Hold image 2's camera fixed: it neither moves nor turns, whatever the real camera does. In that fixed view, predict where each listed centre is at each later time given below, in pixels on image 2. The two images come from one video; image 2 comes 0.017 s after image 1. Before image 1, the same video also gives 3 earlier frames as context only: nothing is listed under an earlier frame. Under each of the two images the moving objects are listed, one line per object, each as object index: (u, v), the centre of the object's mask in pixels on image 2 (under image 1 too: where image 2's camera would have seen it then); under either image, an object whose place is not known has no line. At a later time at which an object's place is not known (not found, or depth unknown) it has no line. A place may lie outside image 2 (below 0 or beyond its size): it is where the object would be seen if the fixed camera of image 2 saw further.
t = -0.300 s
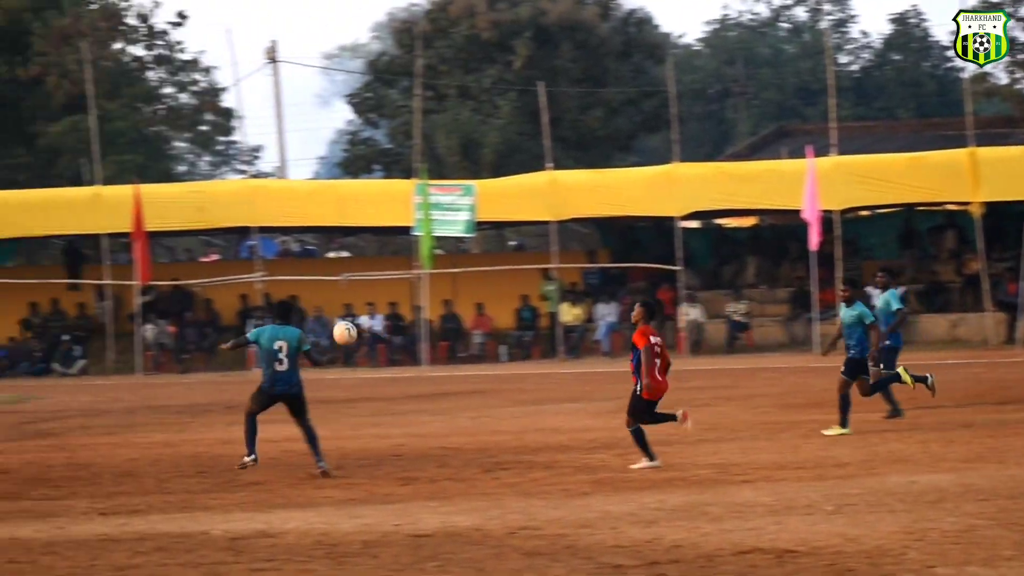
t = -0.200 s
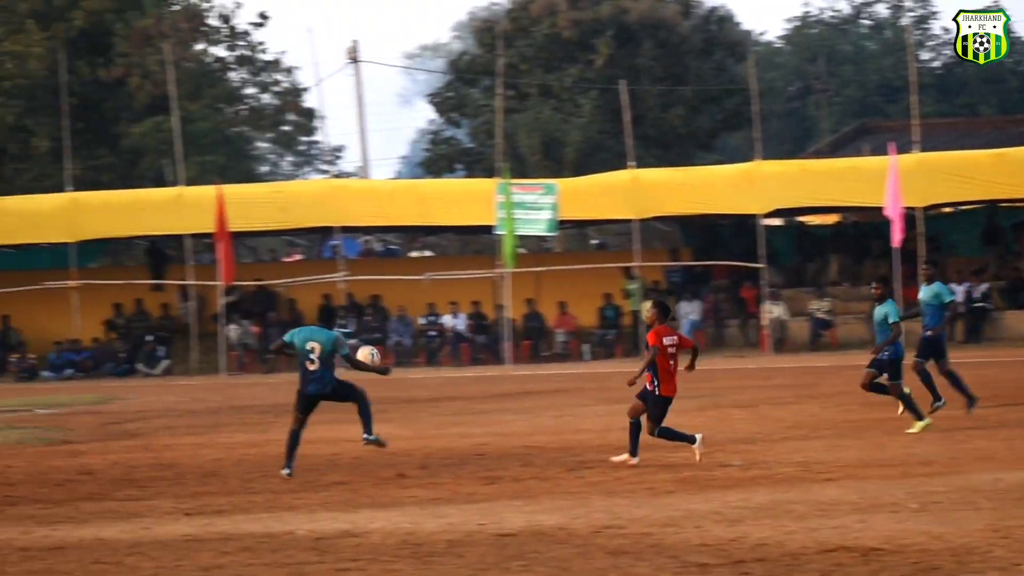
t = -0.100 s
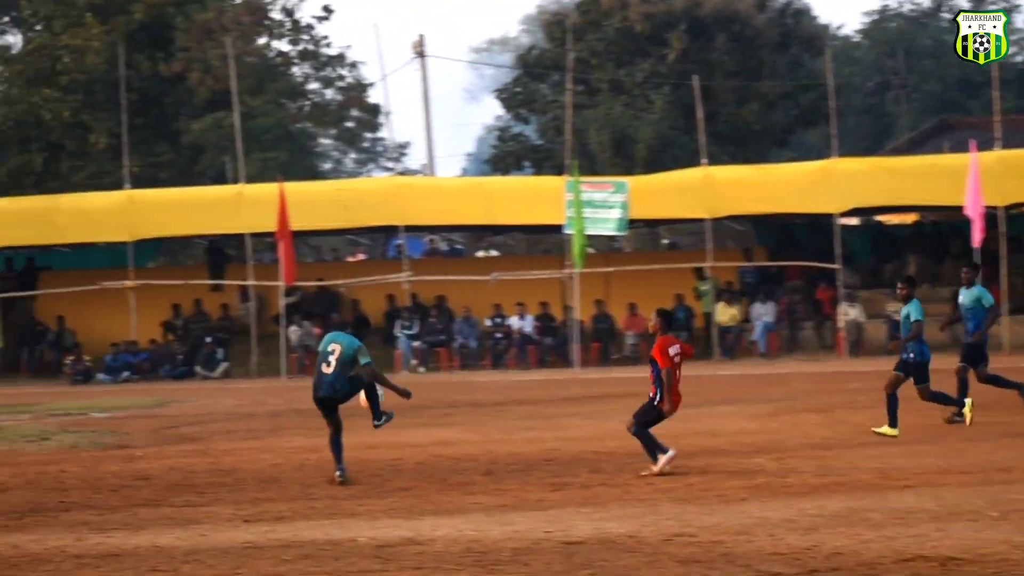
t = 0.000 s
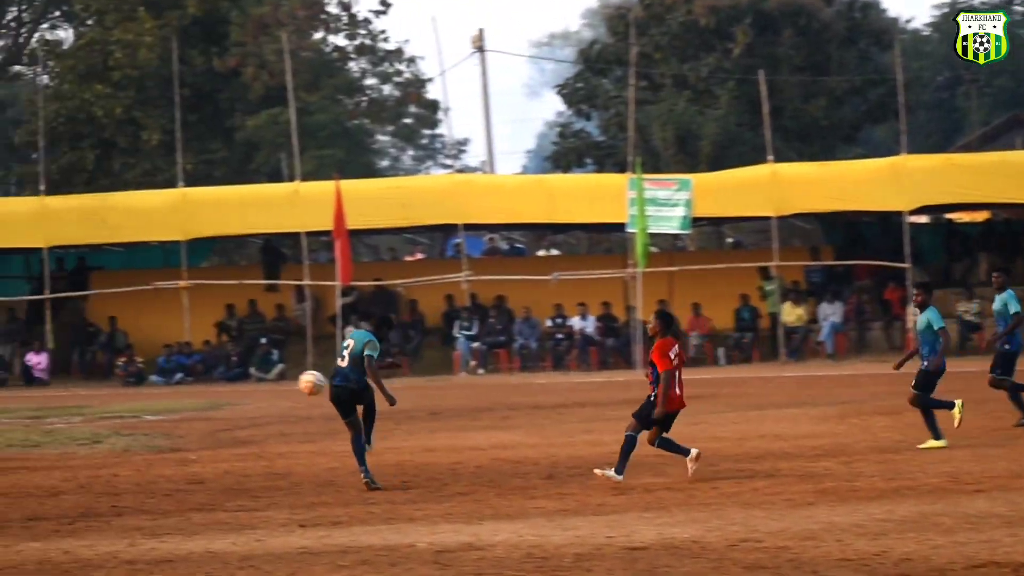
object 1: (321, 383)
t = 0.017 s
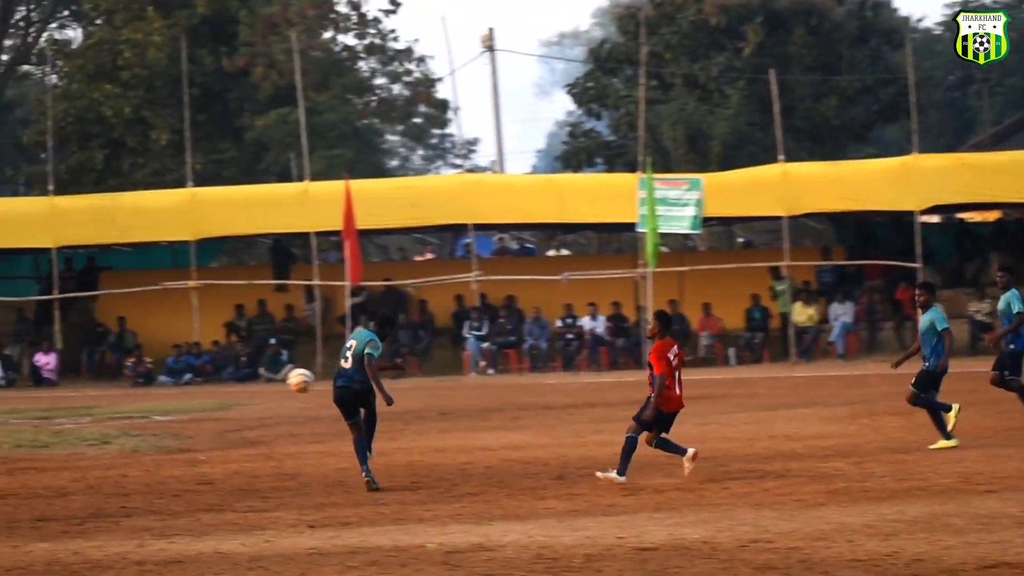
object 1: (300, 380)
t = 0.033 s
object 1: (279, 378)
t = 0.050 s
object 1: (259, 377)
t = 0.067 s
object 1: (238, 375)
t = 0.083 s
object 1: (218, 374)
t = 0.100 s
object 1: (197, 373)
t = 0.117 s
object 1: (176, 371)
